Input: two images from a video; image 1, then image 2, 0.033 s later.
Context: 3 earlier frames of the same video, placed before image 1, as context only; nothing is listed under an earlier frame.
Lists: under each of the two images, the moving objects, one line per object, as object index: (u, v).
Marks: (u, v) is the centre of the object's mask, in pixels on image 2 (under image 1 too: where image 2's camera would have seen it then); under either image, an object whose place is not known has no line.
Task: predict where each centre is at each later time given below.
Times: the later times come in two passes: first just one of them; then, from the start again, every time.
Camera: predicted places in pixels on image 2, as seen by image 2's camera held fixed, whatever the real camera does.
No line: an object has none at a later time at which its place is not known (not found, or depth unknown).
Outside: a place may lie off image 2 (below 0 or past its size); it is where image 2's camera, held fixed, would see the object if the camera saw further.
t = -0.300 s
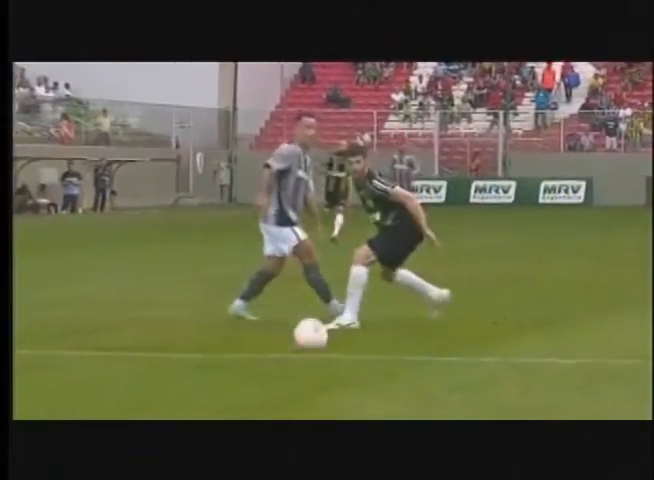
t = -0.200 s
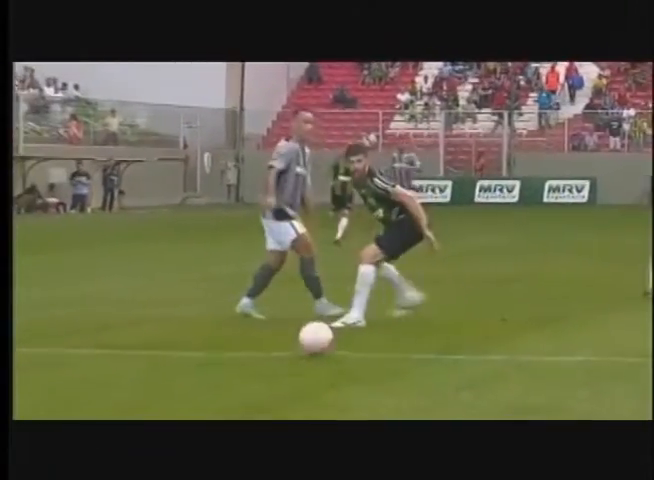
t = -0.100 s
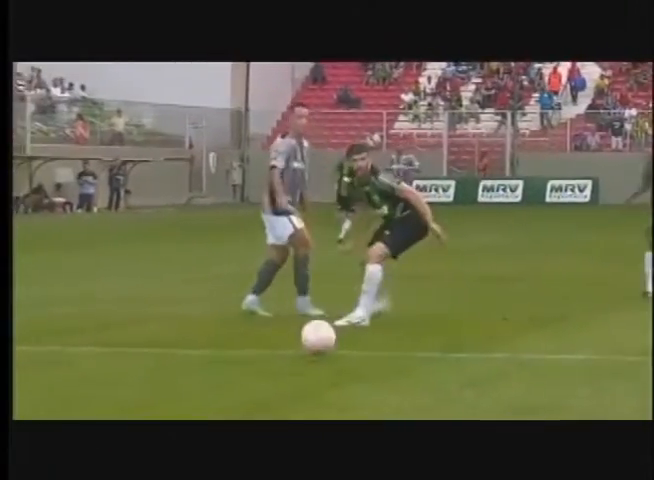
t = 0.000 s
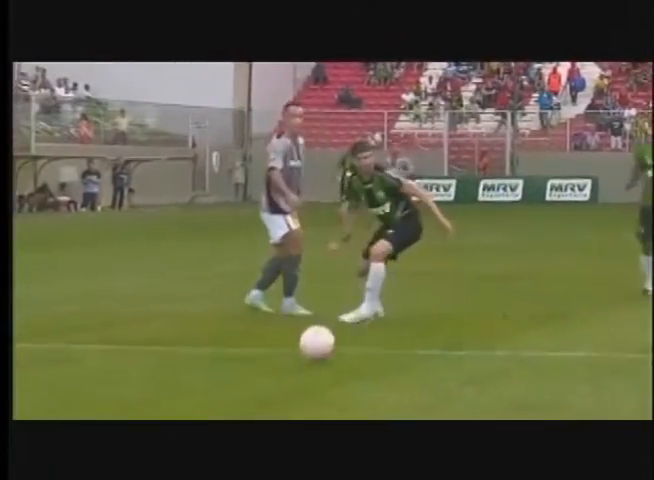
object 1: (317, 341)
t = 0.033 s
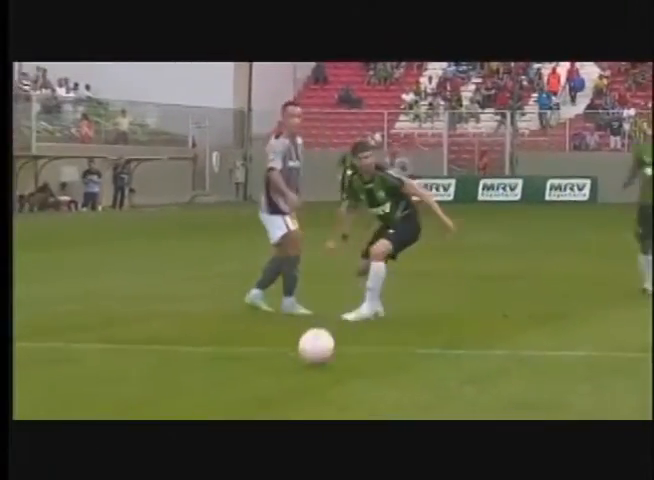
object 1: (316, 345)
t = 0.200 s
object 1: (307, 355)
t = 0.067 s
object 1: (316, 344)
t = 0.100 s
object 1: (314, 345)
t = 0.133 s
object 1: (309, 345)
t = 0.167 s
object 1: (308, 354)
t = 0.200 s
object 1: (307, 355)
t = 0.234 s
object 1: (305, 358)
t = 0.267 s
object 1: (303, 360)
